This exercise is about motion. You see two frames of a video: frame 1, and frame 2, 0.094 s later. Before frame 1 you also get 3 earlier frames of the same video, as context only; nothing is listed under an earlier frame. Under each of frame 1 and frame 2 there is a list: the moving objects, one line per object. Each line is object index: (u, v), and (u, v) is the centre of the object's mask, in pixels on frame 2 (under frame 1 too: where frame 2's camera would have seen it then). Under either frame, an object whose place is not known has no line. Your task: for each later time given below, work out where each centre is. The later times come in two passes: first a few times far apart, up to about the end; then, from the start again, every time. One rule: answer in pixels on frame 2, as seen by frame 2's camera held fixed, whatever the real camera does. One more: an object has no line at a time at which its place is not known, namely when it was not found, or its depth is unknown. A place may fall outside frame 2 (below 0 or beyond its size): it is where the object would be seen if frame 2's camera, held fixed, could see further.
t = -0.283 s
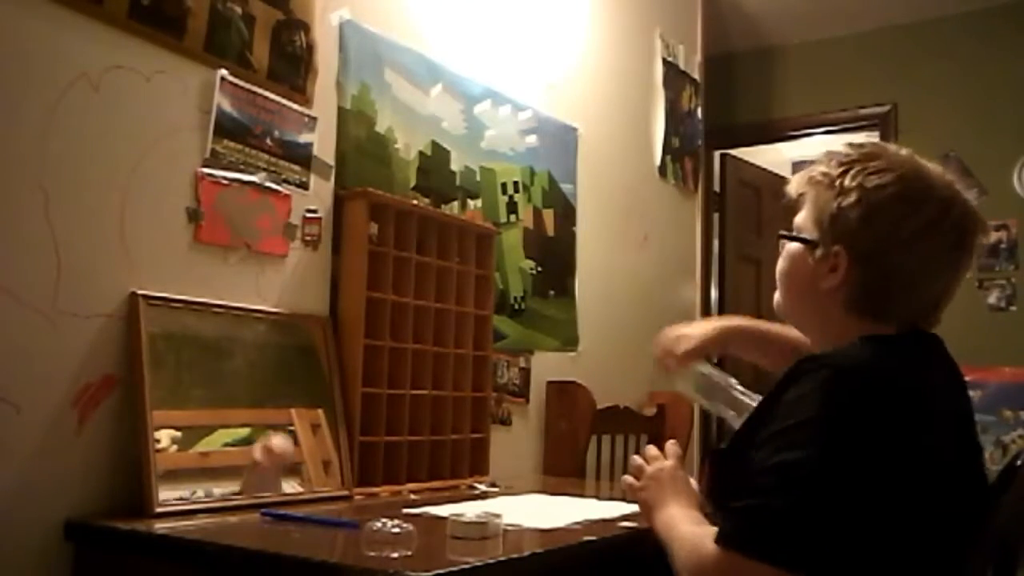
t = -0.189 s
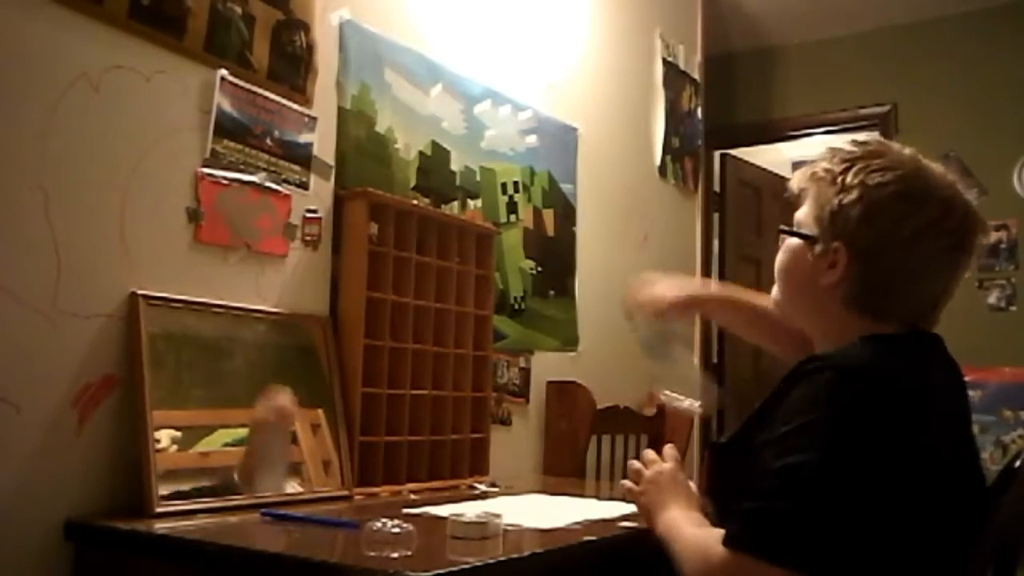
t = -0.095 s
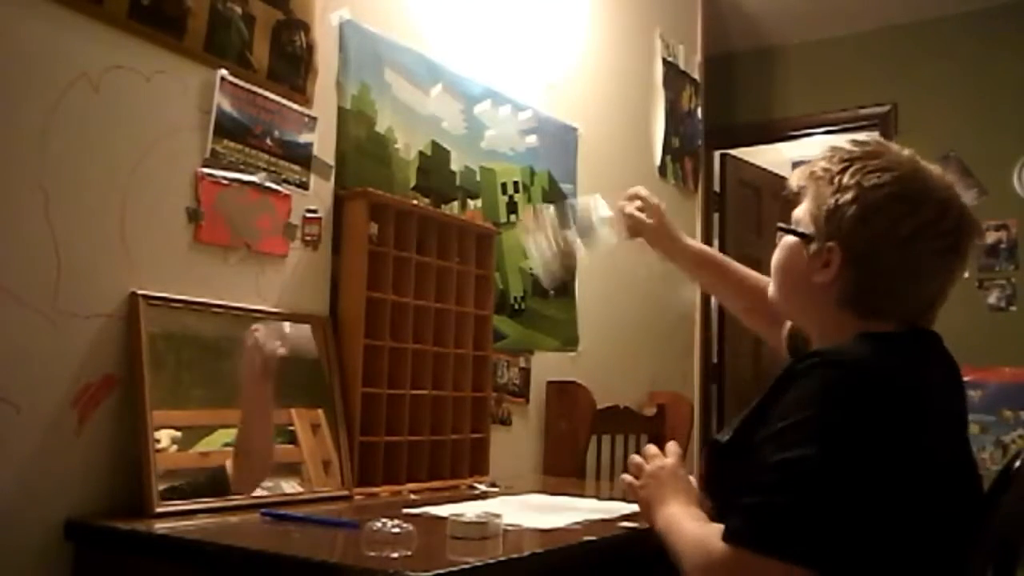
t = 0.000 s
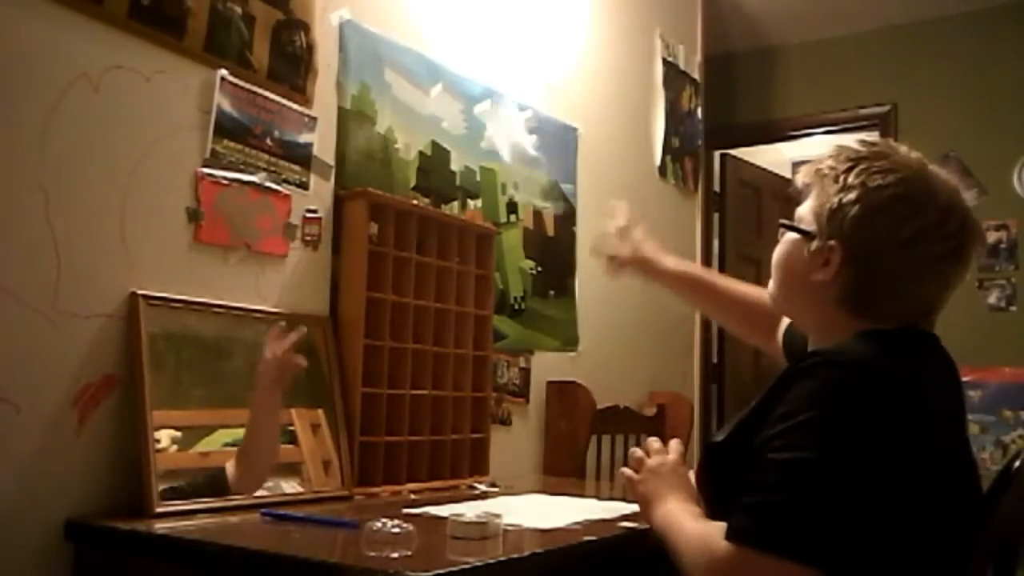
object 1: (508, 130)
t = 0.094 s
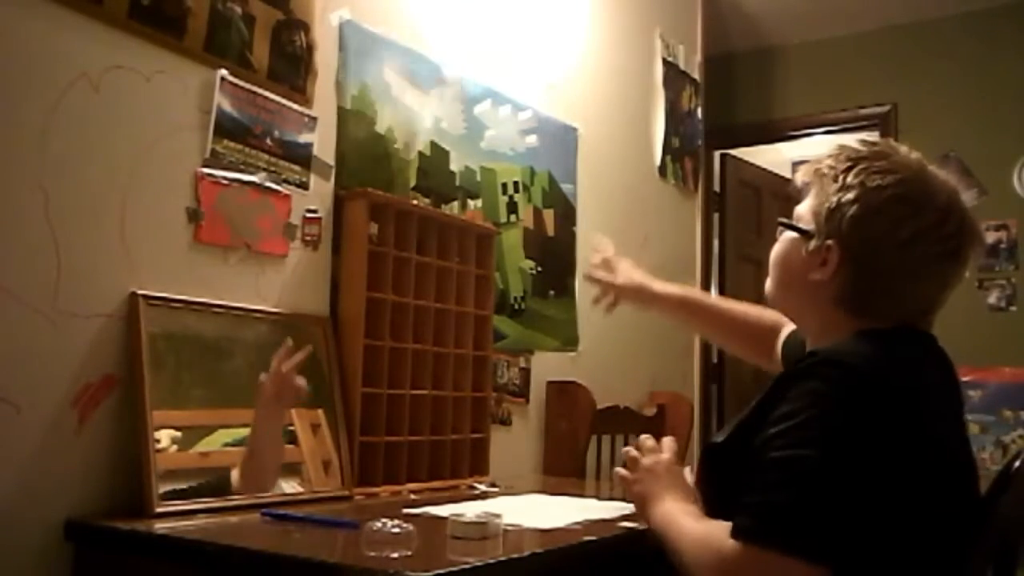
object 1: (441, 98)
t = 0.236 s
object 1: (430, 45)
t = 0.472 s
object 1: (423, 136)
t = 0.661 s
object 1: (443, 194)
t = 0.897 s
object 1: (467, 248)
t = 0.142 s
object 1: (442, 74)
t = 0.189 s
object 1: (436, 55)
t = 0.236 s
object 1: (430, 45)
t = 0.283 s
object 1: (423, 47)
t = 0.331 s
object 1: (422, 59)
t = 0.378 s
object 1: (421, 84)
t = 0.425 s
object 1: (422, 105)
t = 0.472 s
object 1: (423, 136)
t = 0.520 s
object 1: (432, 171)
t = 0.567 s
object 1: (432, 193)
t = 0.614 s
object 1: (437, 191)
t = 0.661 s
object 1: (443, 194)
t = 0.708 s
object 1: (447, 195)
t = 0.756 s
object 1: (450, 196)
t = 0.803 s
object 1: (457, 203)
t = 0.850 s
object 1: (463, 220)
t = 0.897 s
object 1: (467, 248)
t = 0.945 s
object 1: (473, 289)
